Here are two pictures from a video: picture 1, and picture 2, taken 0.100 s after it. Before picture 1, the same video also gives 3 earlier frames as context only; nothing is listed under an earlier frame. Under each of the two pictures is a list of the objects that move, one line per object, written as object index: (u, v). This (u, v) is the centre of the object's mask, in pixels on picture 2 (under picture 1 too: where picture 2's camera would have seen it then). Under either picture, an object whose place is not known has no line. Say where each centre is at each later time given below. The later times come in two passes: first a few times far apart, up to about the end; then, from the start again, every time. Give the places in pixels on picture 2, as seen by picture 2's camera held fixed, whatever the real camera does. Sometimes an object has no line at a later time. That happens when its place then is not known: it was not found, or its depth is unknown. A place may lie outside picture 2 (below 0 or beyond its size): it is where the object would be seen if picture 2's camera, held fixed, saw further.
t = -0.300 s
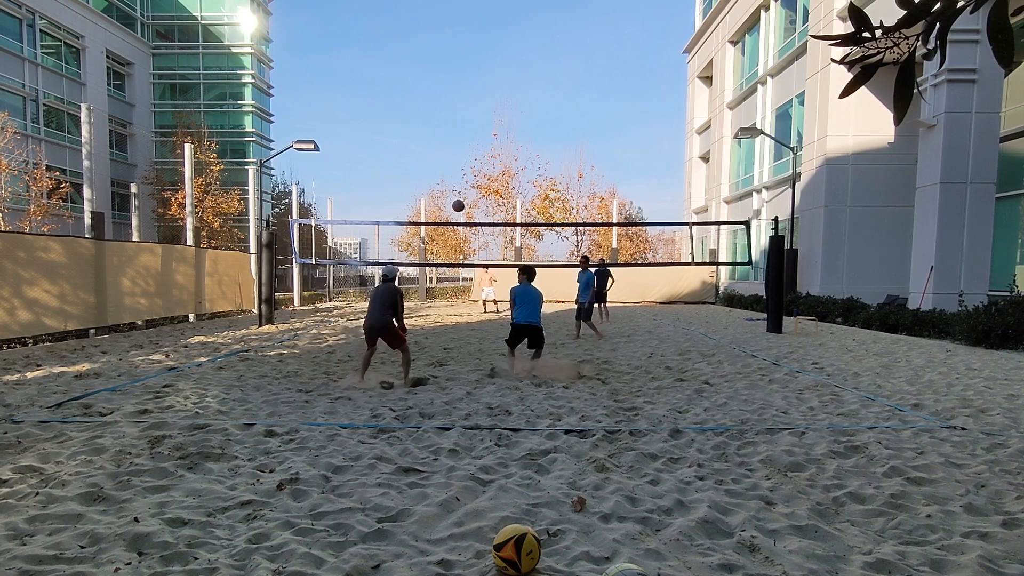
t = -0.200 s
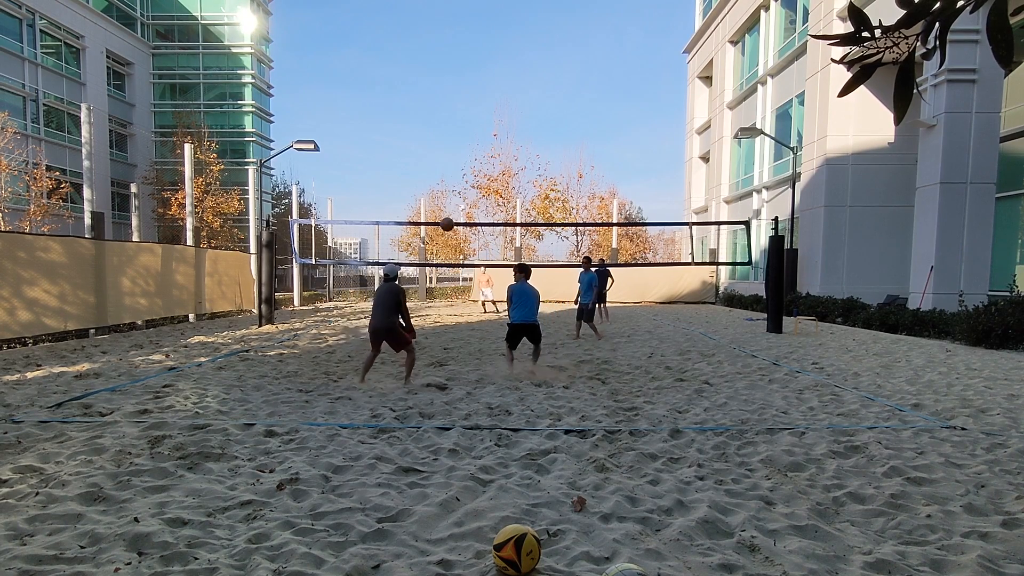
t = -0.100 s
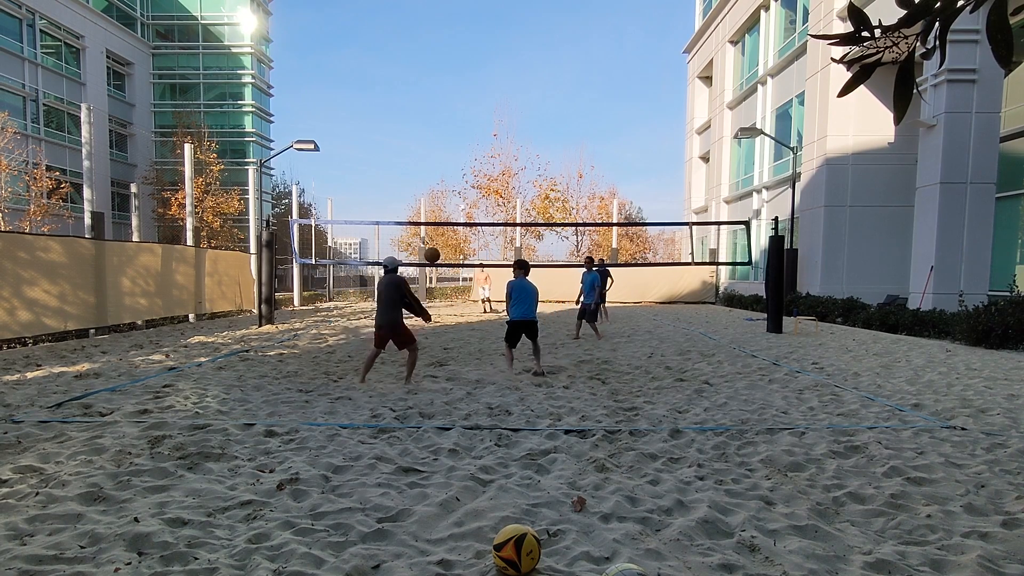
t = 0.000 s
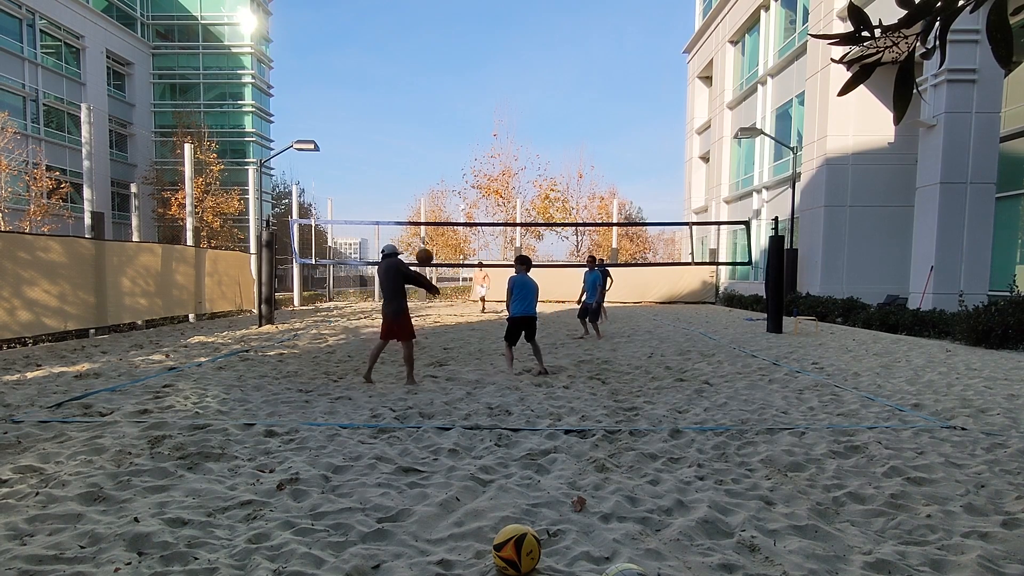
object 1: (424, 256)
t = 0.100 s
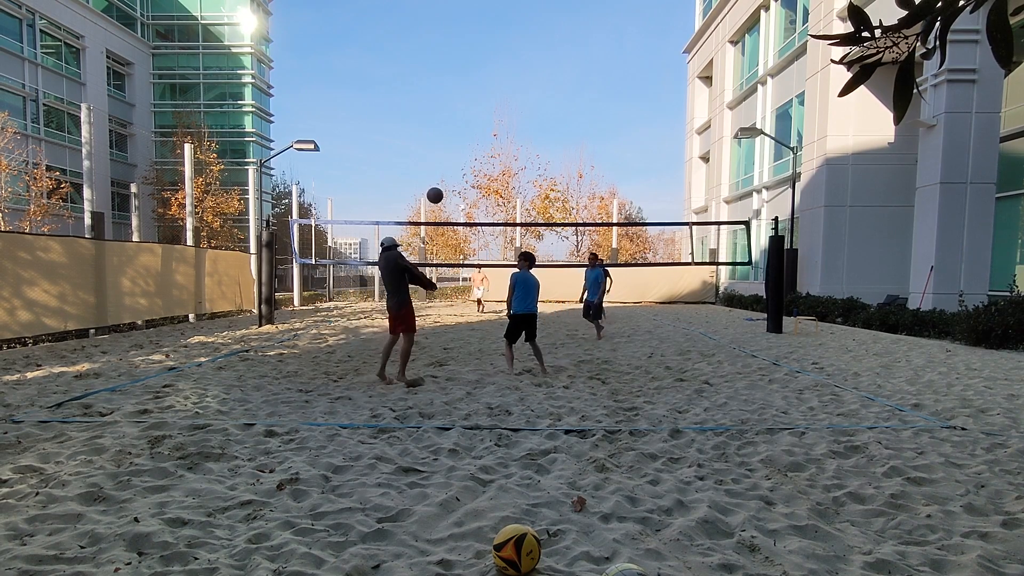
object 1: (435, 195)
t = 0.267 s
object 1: (451, 117)
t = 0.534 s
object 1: (473, 46)
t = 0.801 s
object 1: (490, 29)
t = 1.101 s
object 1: (504, 63)
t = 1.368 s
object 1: (514, 130)
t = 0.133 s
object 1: (438, 177)
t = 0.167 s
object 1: (441, 160)
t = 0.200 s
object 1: (445, 145)
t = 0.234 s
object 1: (448, 130)
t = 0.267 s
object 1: (451, 117)
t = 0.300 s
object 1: (454, 105)
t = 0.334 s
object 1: (457, 94)
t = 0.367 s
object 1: (460, 83)
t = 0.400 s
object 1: (463, 74)
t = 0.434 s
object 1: (465, 66)
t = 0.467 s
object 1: (468, 58)
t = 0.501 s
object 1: (470, 52)
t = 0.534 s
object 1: (473, 46)
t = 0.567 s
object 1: (475, 41)
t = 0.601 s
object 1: (478, 37)
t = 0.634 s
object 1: (480, 34)
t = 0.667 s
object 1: (482, 32)
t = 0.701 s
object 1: (484, 30)
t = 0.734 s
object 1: (486, 29)
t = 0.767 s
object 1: (488, 29)
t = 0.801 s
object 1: (490, 29)
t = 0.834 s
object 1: (492, 31)
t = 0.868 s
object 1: (493, 32)
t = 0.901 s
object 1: (495, 35)
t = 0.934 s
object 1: (497, 38)
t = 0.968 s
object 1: (498, 42)
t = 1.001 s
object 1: (500, 46)
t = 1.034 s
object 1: (501, 51)
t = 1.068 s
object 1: (503, 57)
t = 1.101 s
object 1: (504, 63)
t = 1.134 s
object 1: (506, 70)
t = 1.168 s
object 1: (507, 77)
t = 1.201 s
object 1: (508, 84)
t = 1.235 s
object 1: (509, 93)
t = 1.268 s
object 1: (511, 101)
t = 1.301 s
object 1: (512, 110)
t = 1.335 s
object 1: (513, 120)
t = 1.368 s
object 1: (514, 130)
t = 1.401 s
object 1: (515, 140)
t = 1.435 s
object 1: (516, 151)
